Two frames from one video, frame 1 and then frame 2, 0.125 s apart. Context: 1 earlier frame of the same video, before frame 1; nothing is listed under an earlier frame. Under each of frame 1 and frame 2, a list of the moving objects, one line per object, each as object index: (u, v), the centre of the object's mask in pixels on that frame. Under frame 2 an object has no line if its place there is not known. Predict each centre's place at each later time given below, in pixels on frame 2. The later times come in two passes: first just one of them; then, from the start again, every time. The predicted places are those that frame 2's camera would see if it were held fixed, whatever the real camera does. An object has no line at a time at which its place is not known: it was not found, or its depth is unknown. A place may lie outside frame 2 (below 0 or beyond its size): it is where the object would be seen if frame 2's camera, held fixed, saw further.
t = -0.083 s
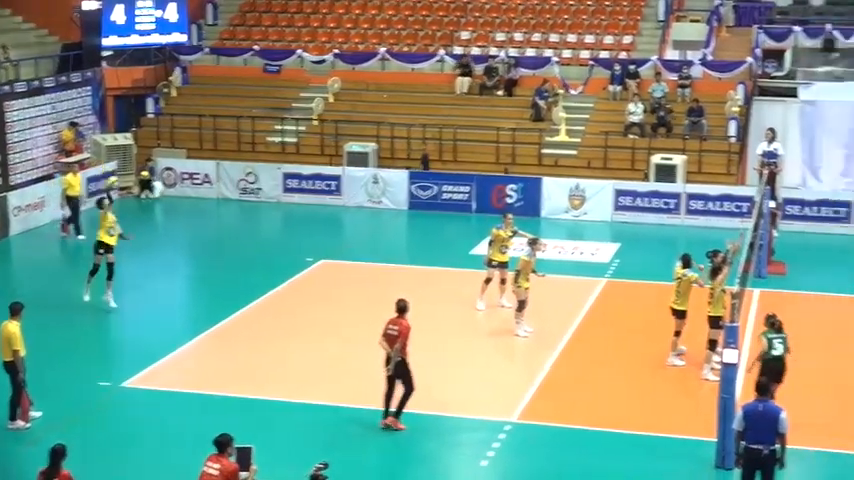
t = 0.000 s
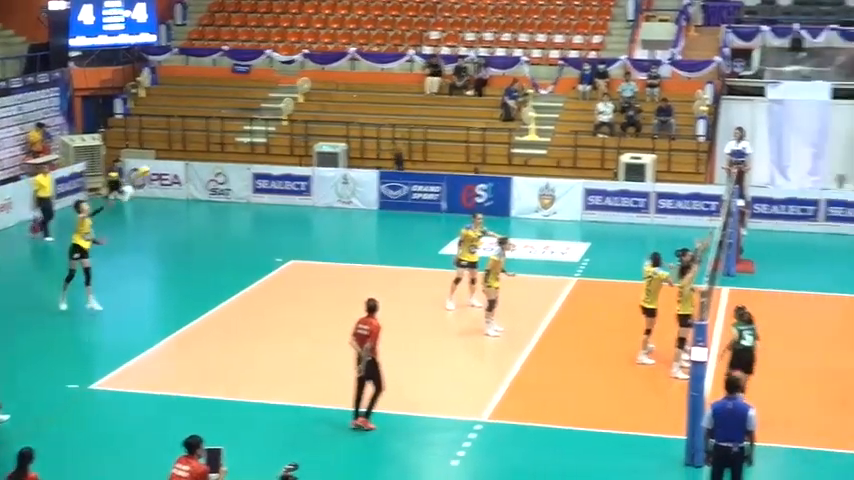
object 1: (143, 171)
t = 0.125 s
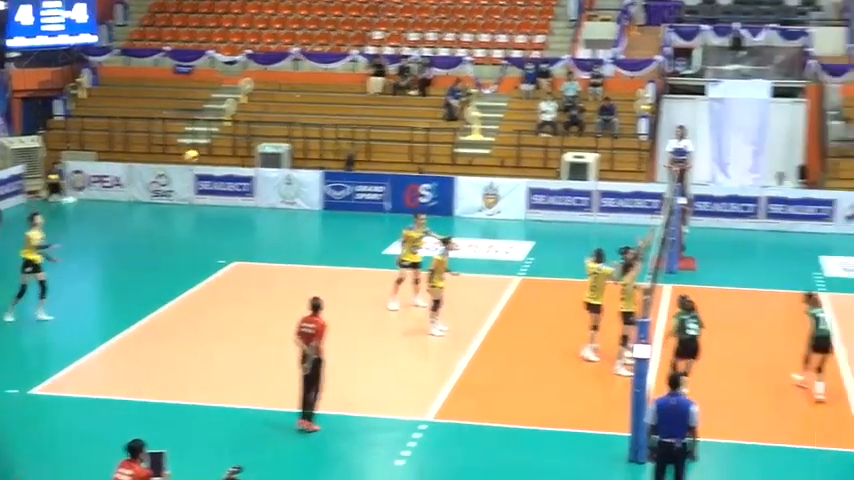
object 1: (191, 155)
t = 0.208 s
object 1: (259, 149)
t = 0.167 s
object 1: (225, 152)
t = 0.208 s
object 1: (259, 149)
